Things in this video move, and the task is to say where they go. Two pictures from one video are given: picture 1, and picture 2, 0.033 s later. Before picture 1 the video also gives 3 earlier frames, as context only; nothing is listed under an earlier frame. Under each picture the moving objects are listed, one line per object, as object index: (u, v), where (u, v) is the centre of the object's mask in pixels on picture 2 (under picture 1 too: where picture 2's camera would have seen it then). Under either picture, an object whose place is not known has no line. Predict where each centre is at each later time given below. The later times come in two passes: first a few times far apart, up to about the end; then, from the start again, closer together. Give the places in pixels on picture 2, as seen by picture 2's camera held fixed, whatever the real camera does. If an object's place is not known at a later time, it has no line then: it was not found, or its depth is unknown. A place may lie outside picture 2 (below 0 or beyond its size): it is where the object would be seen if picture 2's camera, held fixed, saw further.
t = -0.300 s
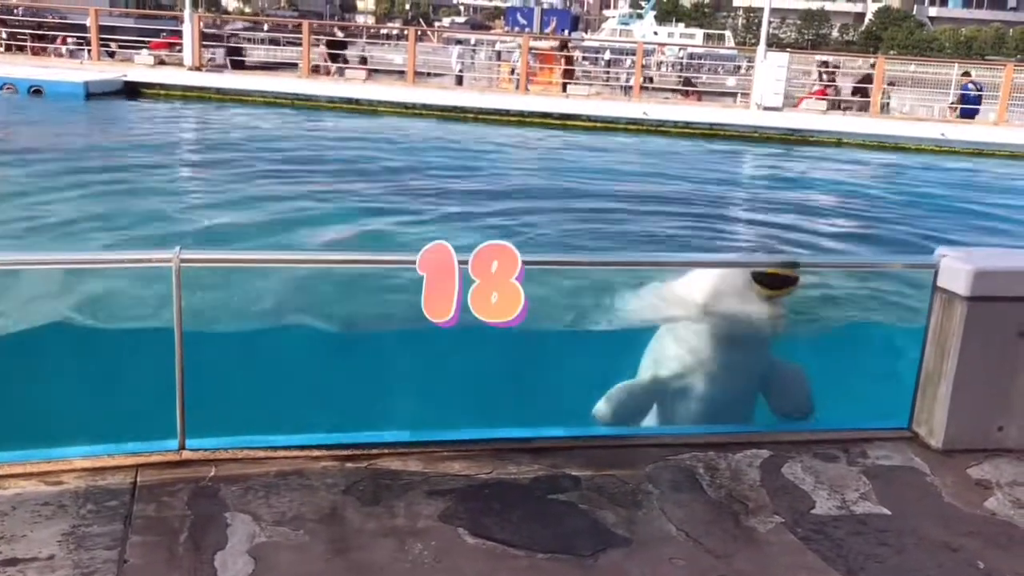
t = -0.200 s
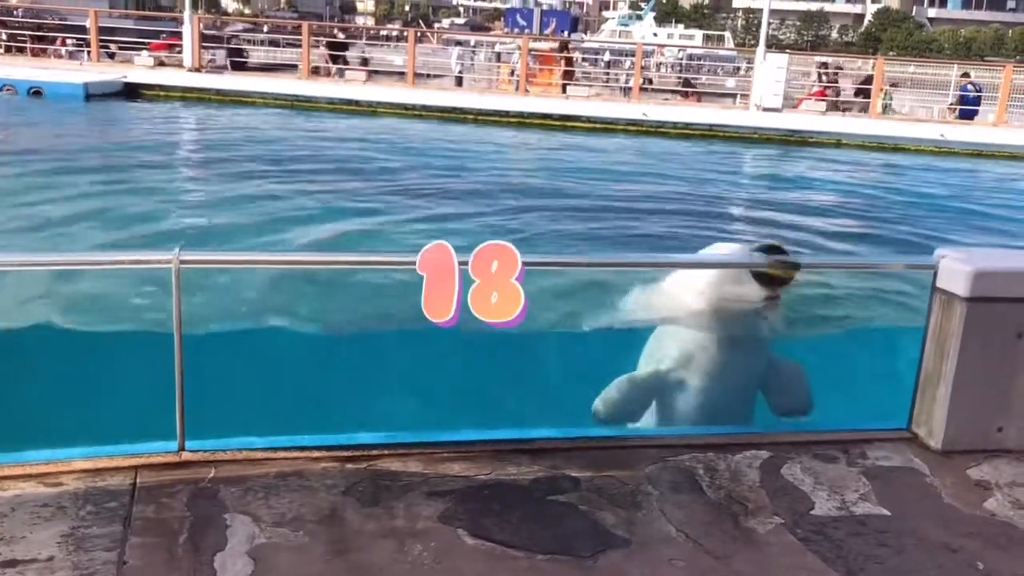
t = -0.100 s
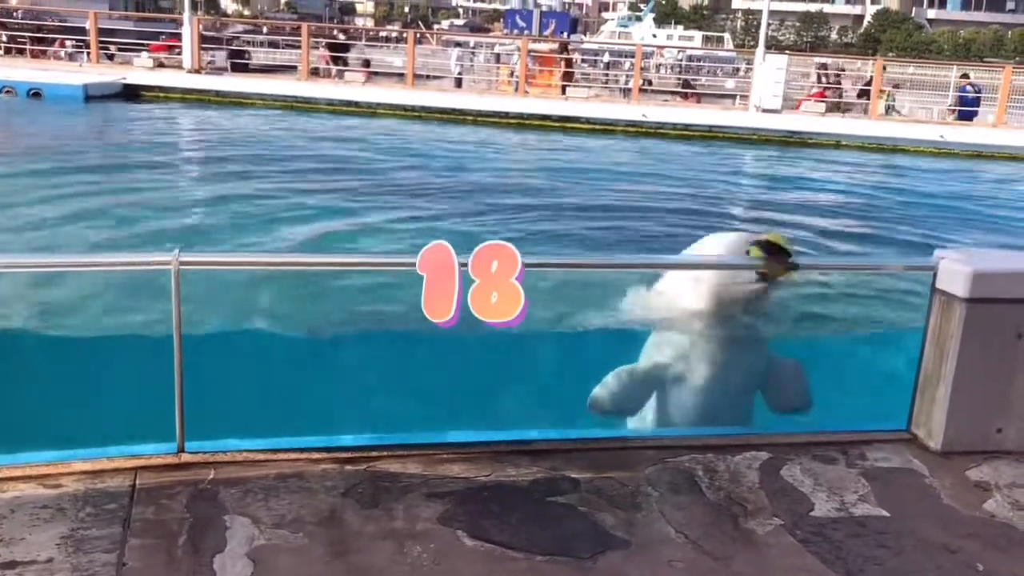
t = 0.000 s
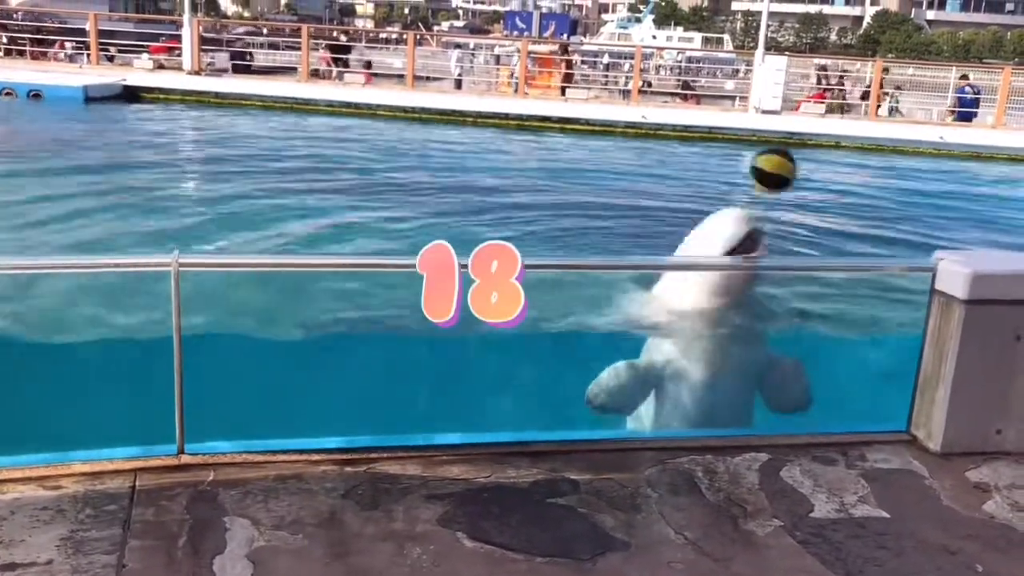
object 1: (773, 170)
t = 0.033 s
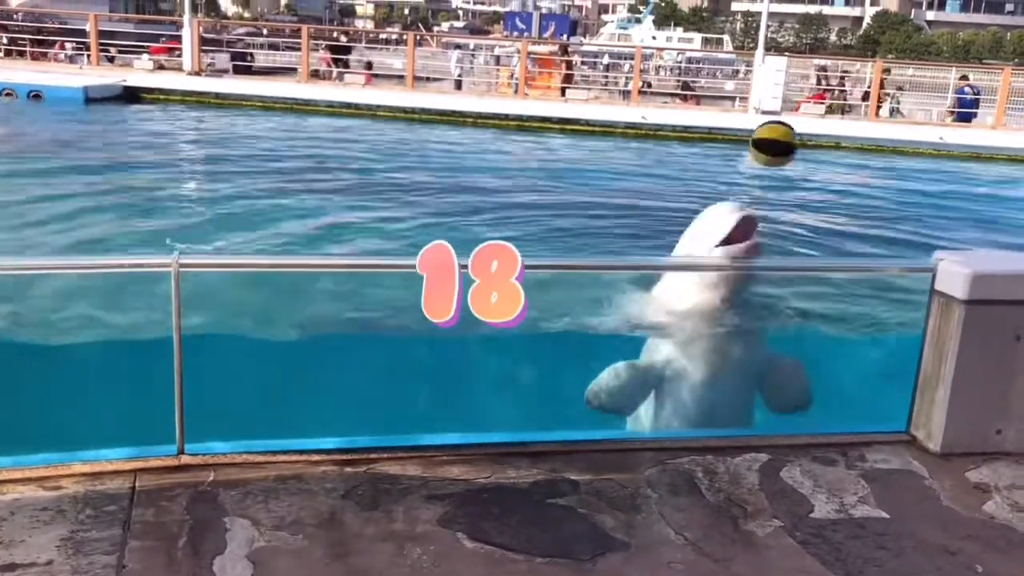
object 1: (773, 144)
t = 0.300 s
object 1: (772, 11)
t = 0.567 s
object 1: (751, 18)
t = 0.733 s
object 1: (729, 102)
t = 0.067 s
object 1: (775, 118)
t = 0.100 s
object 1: (776, 96)
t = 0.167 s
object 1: (775, 56)
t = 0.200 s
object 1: (775, 40)
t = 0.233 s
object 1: (775, 26)
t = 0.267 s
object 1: (774, 16)
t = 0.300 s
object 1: (772, 11)
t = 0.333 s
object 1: (771, 7)
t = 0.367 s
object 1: (767, 5)
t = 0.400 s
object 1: (765, 4)
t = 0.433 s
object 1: (763, 4)
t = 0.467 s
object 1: (762, 5)
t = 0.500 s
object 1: (758, 6)
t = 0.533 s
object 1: (755, 10)
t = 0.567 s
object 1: (751, 18)
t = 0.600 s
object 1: (747, 31)
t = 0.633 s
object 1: (744, 45)
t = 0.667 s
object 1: (738, 63)
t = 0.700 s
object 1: (734, 80)
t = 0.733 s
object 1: (729, 102)
